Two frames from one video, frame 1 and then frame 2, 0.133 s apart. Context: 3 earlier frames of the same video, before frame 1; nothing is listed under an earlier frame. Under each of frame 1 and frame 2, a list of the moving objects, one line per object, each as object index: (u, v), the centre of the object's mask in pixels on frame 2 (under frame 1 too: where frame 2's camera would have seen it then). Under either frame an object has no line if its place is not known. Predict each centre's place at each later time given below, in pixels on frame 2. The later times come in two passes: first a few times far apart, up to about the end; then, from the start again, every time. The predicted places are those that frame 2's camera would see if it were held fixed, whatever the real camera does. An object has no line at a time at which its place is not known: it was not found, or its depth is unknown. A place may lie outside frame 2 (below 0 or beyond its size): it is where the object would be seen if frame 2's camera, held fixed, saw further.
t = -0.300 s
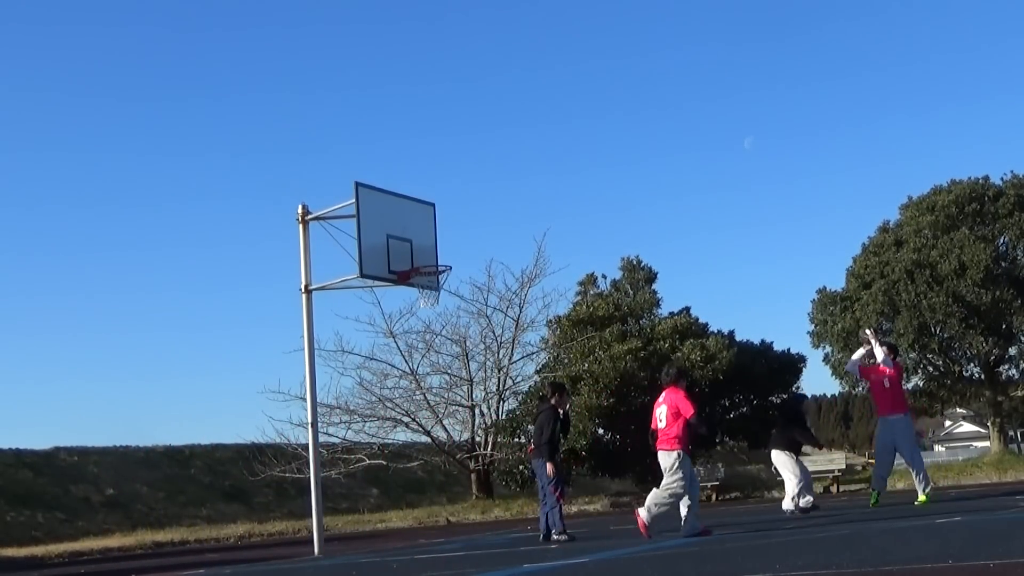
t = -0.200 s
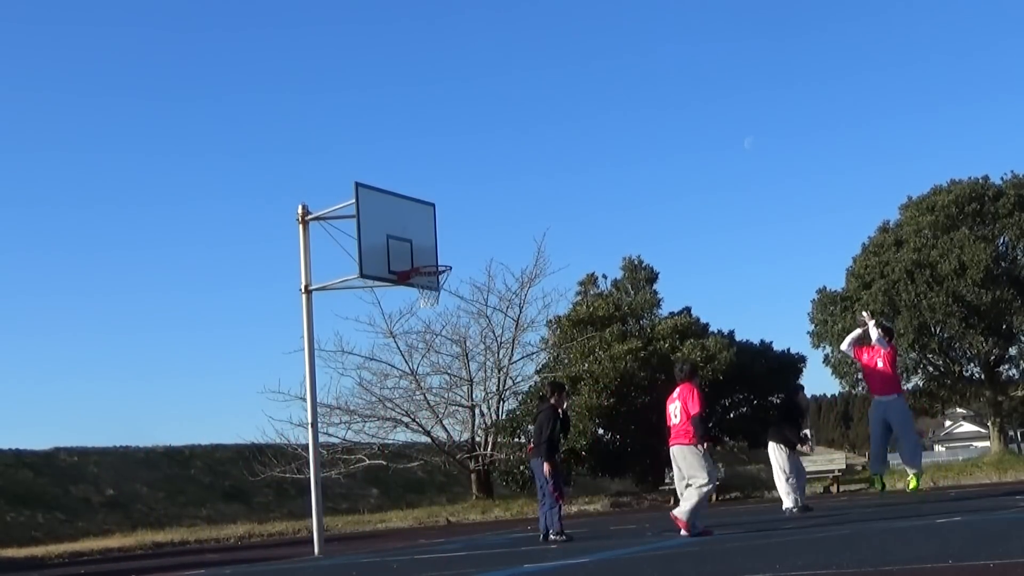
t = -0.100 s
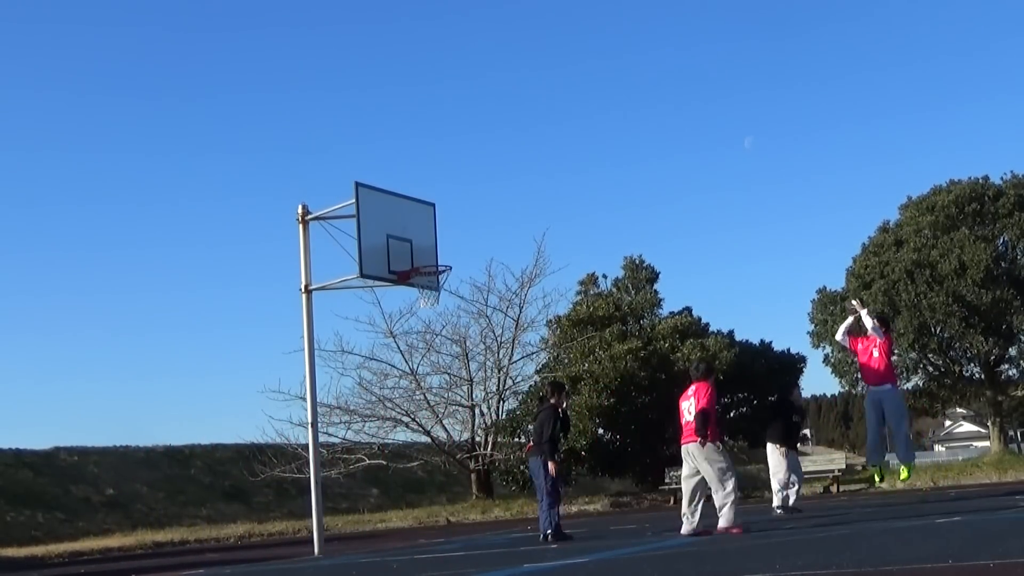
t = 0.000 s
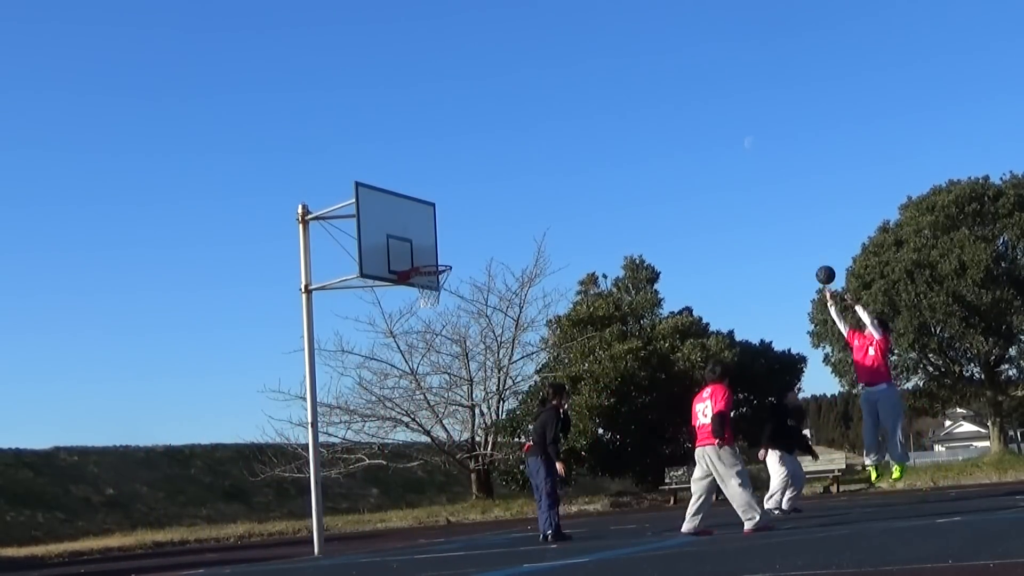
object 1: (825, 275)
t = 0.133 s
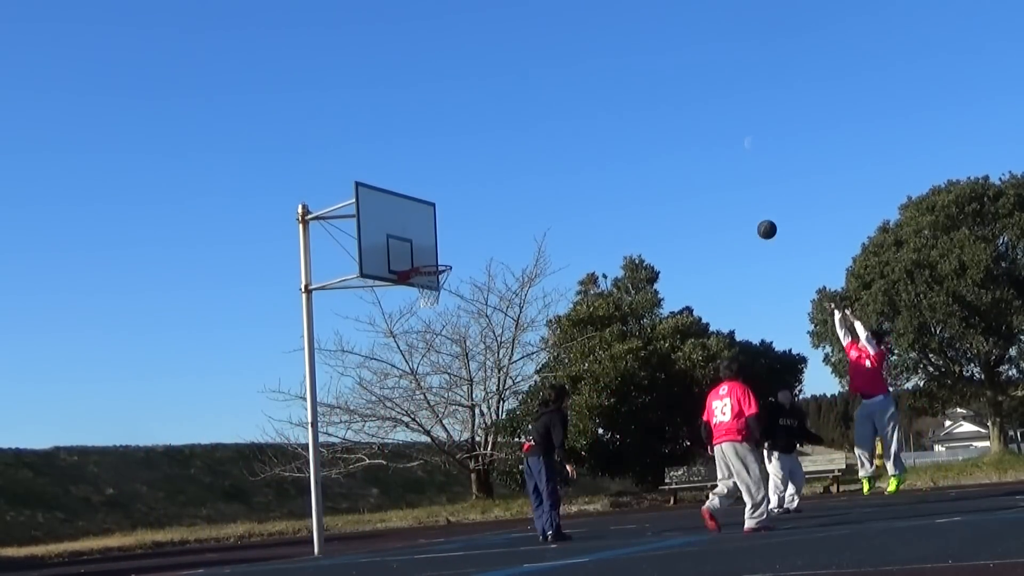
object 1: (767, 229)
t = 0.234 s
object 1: (723, 205)
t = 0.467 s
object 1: (624, 178)
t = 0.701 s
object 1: (526, 196)
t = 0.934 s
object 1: (428, 259)
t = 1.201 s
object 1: (449, 280)
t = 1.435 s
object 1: (447, 309)
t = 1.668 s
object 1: (449, 385)
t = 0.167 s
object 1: (752, 220)
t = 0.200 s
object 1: (738, 212)
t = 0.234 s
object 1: (723, 205)
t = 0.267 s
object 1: (709, 198)
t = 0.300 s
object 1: (695, 193)
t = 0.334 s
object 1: (680, 188)
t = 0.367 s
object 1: (666, 184)
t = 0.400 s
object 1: (652, 181)
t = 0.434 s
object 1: (638, 179)
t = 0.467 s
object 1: (624, 178)
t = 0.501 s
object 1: (610, 178)
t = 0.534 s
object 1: (595, 178)
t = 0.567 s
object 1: (582, 180)
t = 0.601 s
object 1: (568, 183)
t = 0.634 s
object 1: (554, 186)
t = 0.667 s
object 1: (540, 191)
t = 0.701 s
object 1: (526, 196)
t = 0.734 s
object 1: (512, 203)
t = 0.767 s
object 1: (498, 210)
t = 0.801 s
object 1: (484, 218)
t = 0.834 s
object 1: (470, 227)
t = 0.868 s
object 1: (456, 237)
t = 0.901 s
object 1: (442, 249)
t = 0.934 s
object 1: (428, 259)
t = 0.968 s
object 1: (423, 272)
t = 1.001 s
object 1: (434, 281)
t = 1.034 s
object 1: (444, 289)
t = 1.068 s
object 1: (449, 287)
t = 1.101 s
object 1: (450, 284)
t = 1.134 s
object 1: (450, 282)
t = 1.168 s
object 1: (449, 280)
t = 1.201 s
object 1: (449, 280)
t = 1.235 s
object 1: (448, 281)
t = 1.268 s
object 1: (448, 283)
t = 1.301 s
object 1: (448, 286)
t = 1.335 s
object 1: (448, 290)
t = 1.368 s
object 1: (447, 296)
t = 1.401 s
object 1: (447, 302)
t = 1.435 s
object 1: (447, 309)
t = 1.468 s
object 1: (447, 317)
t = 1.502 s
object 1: (447, 326)
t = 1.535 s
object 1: (448, 336)
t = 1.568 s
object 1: (448, 347)
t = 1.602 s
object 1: (448, 359)
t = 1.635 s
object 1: (448, 371)
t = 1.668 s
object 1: (449, 385)
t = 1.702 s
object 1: (450, 400)
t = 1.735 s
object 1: (450, 416)
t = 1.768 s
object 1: (451, 433)
